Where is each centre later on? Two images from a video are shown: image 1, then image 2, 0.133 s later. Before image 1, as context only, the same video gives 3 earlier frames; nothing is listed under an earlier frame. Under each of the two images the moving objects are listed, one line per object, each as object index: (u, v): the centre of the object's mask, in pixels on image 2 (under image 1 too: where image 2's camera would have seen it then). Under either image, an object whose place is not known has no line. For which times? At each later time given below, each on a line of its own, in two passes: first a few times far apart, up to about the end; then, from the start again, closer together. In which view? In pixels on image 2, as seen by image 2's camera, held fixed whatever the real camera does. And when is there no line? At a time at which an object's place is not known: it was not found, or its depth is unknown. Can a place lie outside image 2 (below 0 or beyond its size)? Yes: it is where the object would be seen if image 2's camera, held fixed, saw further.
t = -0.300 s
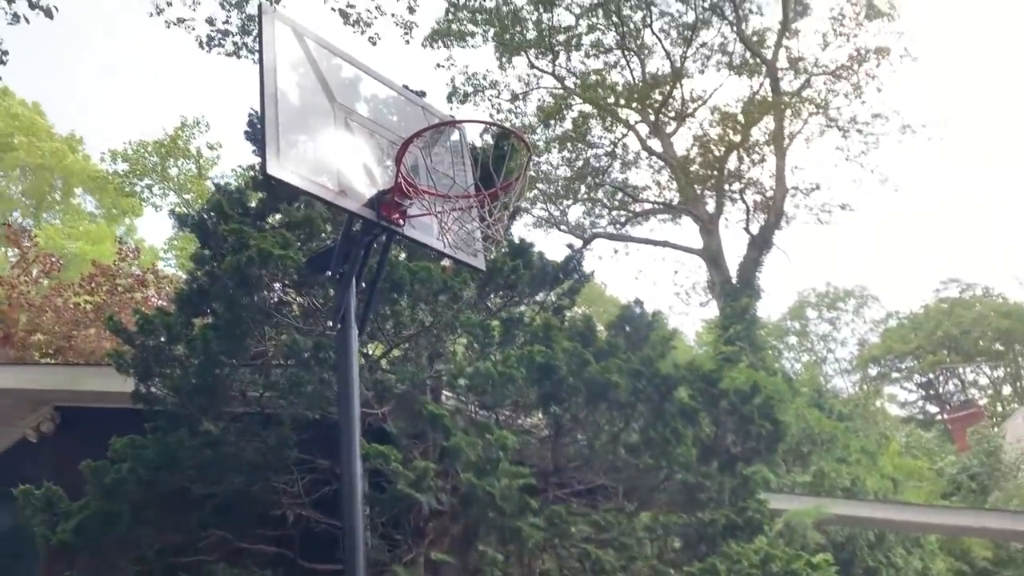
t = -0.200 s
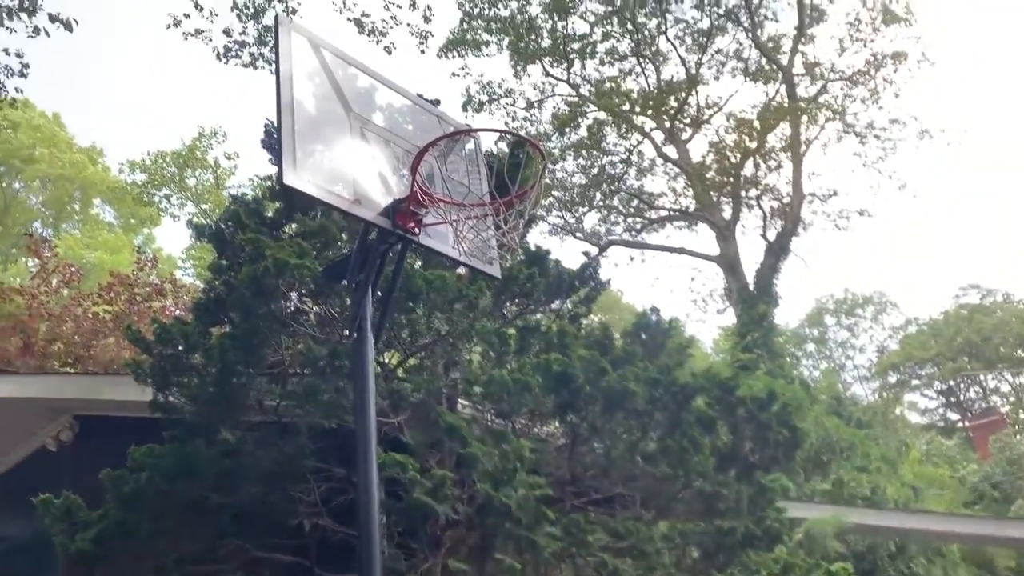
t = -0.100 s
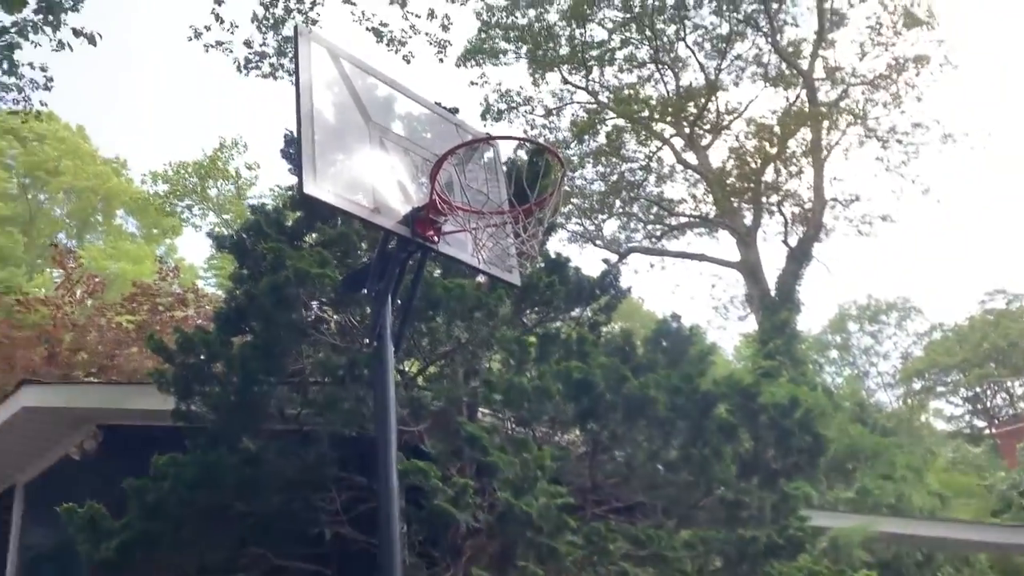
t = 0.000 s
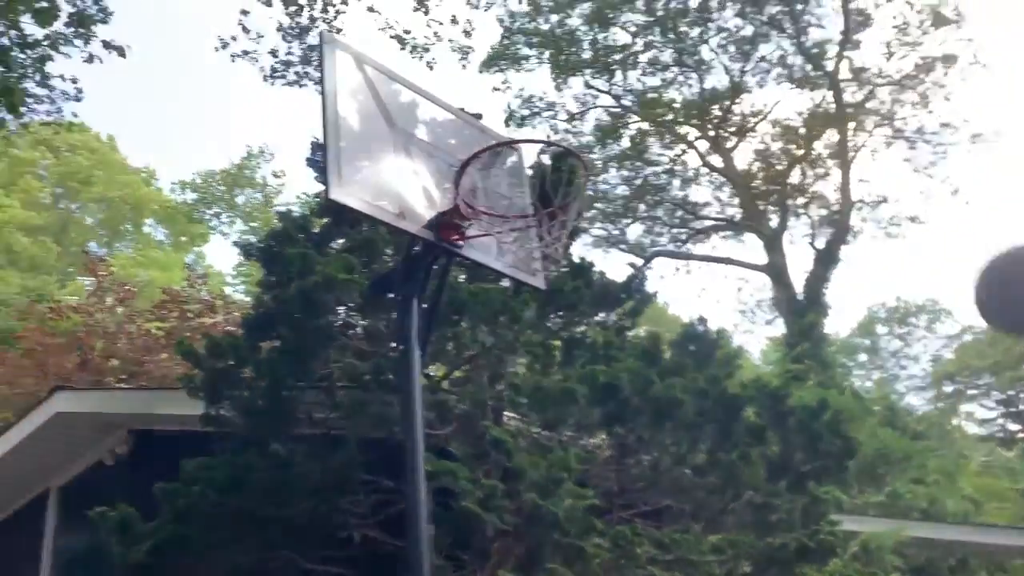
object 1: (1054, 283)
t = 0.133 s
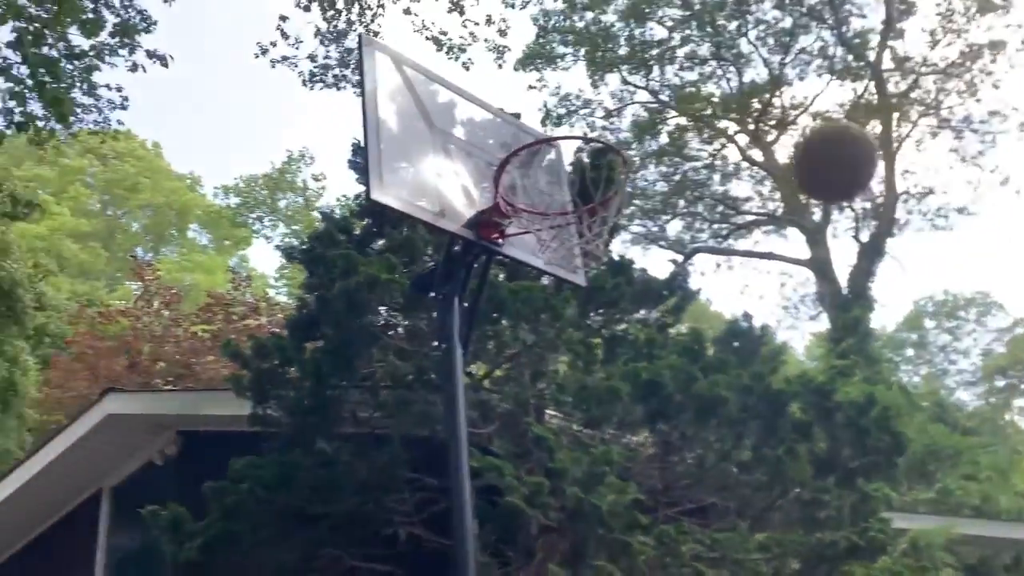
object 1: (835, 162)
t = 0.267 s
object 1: (677, 126)
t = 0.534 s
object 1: (530, 143)
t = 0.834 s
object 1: (584, 144)
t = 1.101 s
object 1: (547, 237)
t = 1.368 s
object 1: (562, 418)
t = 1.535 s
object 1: (585, 635)
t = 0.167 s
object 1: (790, 147)
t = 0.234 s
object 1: (711, 129)
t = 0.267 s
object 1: (677, 126)
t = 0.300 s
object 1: (645, 125)
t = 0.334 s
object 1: (619, 123)
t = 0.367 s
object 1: (589, 129)
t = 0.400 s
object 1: (564, 136)
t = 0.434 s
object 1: (540, 144)
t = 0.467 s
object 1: (518, 153)
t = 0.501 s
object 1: (518, 151)
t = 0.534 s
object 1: (530, 143)
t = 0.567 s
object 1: (541, 138)
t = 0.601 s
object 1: (554, 136)
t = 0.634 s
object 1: (568, 135)
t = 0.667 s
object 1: (582, 138)
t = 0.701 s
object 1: (597, 142)
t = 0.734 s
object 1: (603, 145)
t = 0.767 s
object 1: (596, 143)
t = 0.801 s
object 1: (593, 143)
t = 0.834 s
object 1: (584, 144)
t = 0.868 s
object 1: (579, 150)
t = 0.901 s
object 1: (574, 156)
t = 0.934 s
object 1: (568, 166)
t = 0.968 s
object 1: (562, 178)
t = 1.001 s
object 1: (557, 195)
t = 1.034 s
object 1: (552, 210)
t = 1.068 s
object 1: (550, 224)
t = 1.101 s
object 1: (547, 237)
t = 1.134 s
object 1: (547, 249)
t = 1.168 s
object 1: (550, 265)
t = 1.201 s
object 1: (550, 281)
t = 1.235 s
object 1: (552, 304)
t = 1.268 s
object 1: (554, 326)
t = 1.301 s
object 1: (556, 355)
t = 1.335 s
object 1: (559, 385)
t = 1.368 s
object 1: (562, 418)
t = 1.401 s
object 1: (566, 458)
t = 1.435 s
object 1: (570, 503)
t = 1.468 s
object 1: (575, 549)
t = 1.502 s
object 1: (579, 603)
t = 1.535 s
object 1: (585, 635)
